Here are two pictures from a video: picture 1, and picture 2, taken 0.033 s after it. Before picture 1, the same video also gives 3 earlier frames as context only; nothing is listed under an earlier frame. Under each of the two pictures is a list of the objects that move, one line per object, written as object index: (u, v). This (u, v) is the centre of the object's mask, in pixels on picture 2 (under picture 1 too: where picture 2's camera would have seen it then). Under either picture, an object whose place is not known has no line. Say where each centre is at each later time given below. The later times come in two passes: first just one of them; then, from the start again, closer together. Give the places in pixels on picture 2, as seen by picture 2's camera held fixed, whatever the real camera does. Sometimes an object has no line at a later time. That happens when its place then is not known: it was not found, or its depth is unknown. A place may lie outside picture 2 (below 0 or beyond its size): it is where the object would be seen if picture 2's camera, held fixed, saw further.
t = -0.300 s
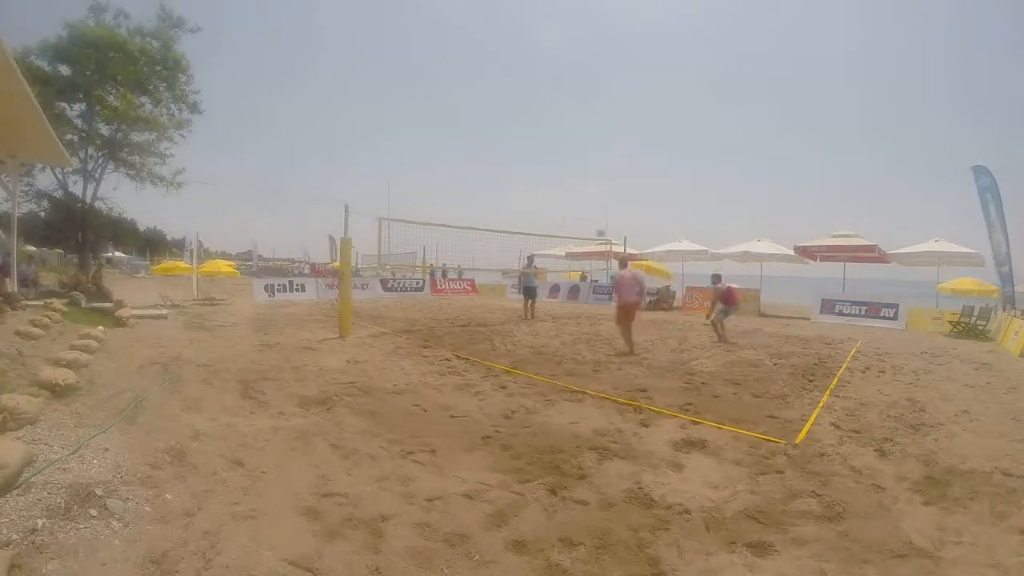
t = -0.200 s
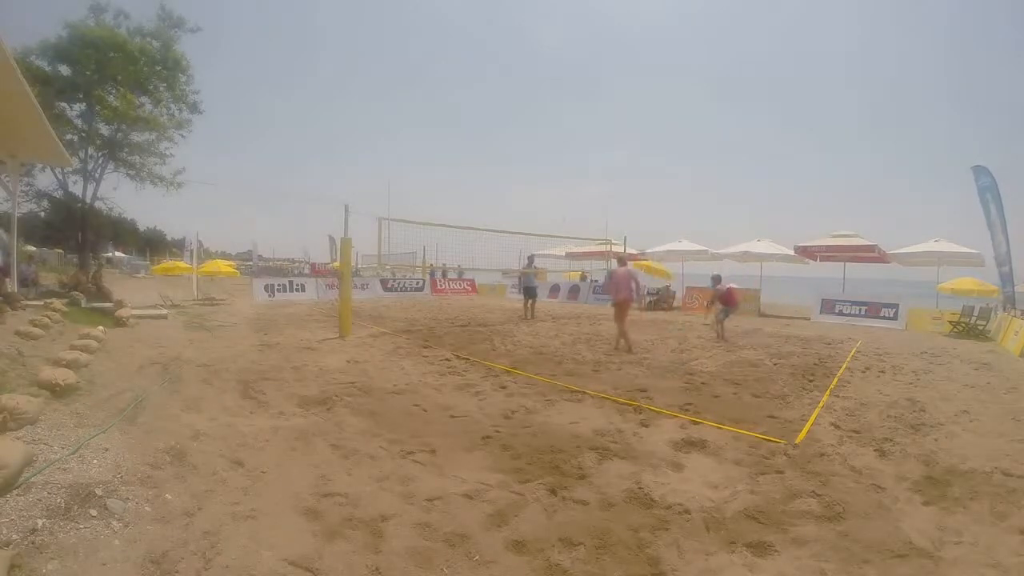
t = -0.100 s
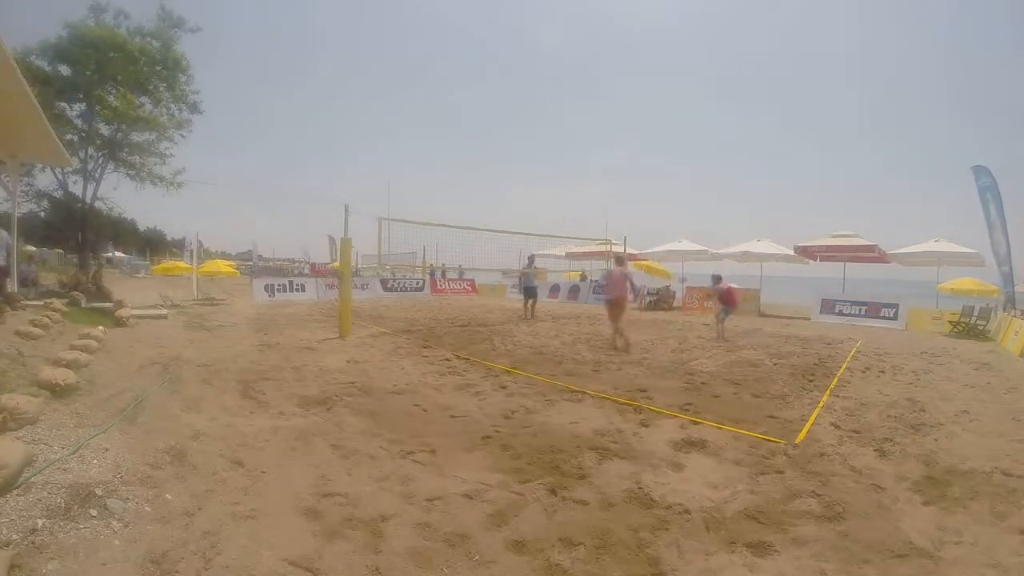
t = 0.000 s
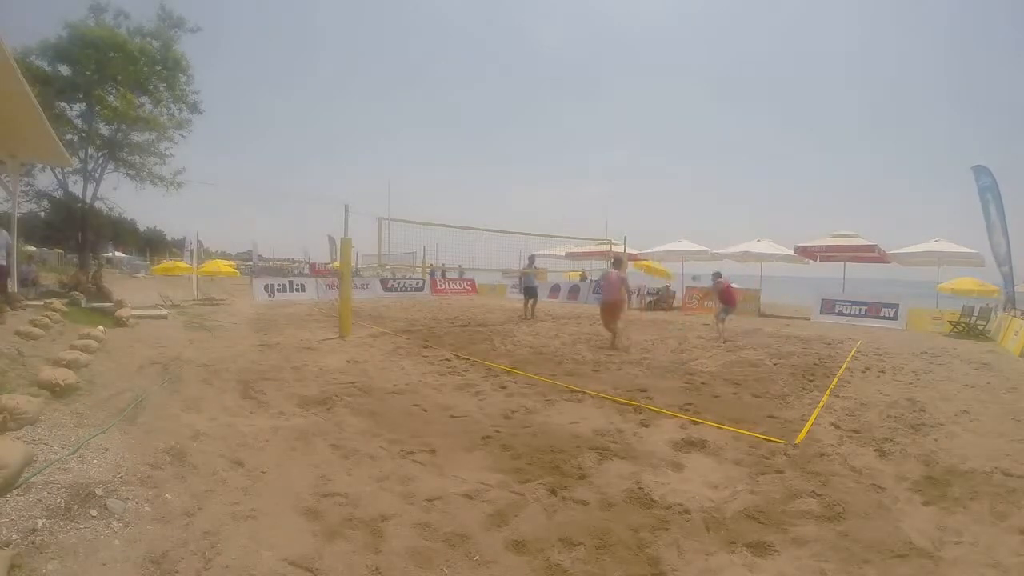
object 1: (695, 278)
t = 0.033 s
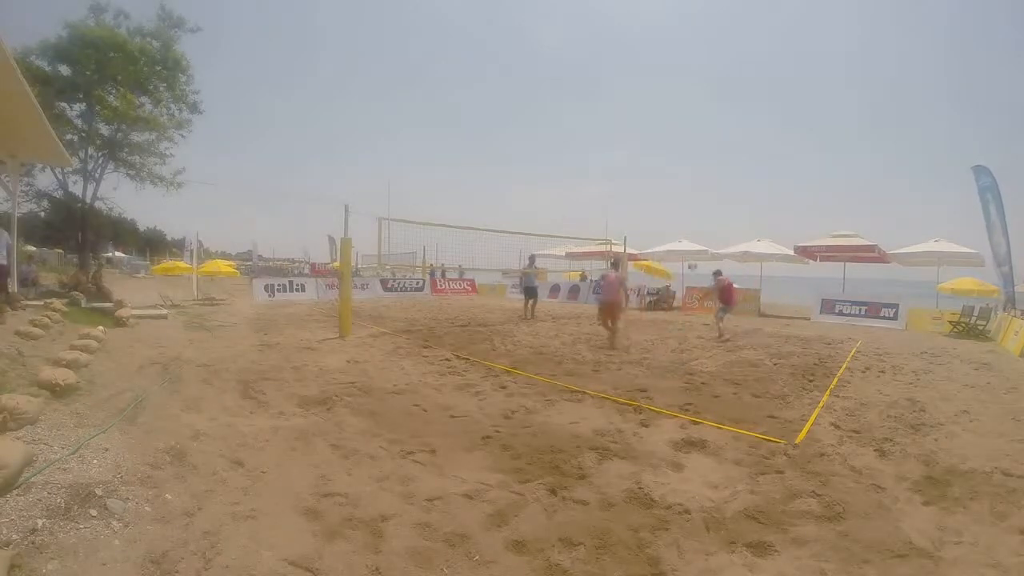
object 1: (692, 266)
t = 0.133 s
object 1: (680, 239)
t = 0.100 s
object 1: (684, 246)
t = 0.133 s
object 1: (680, 239)
